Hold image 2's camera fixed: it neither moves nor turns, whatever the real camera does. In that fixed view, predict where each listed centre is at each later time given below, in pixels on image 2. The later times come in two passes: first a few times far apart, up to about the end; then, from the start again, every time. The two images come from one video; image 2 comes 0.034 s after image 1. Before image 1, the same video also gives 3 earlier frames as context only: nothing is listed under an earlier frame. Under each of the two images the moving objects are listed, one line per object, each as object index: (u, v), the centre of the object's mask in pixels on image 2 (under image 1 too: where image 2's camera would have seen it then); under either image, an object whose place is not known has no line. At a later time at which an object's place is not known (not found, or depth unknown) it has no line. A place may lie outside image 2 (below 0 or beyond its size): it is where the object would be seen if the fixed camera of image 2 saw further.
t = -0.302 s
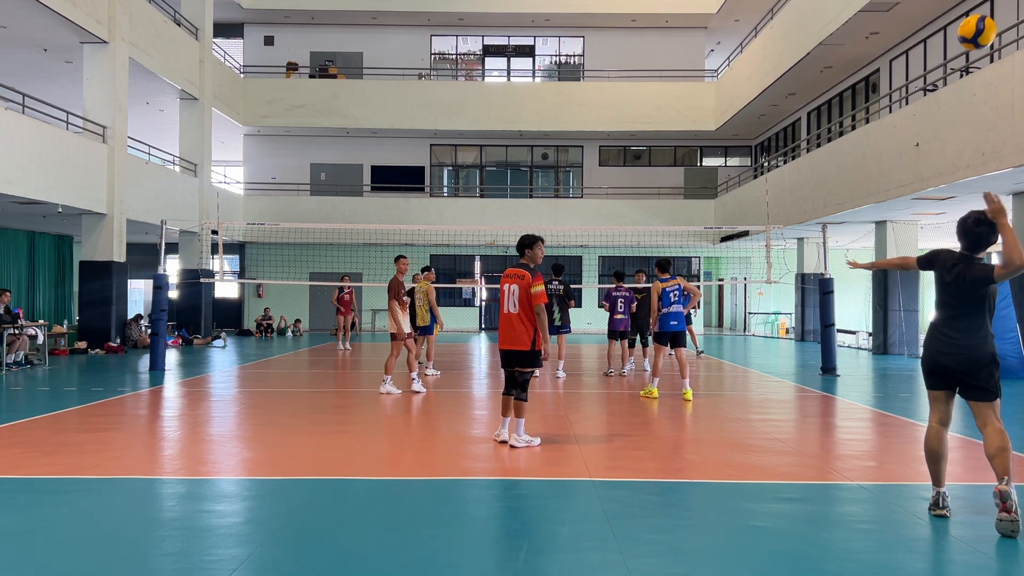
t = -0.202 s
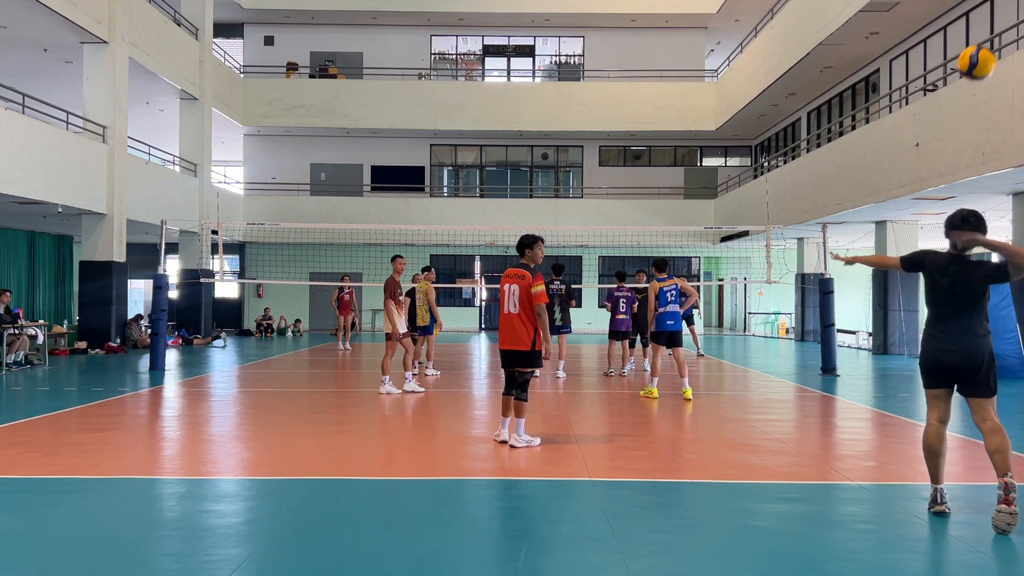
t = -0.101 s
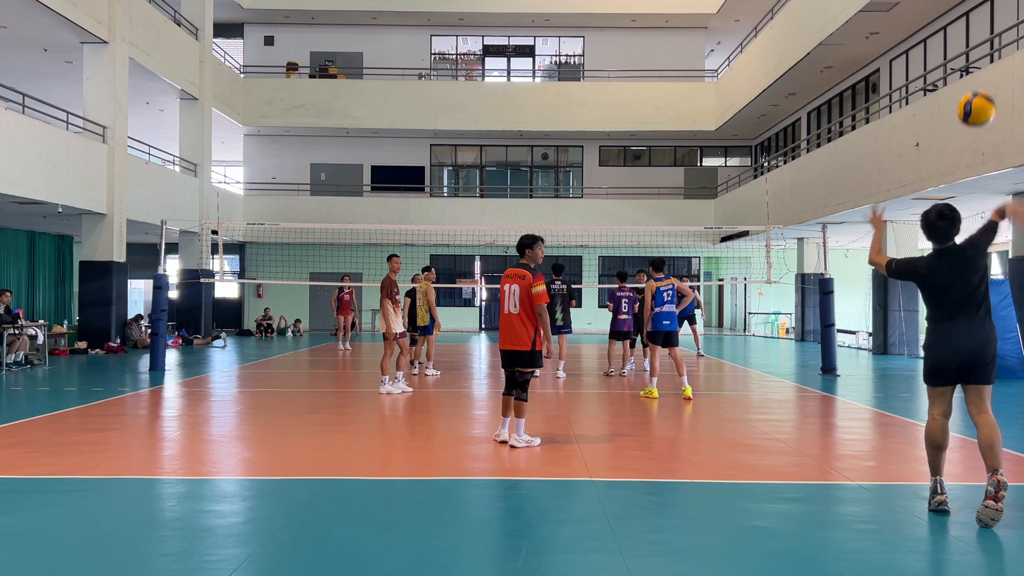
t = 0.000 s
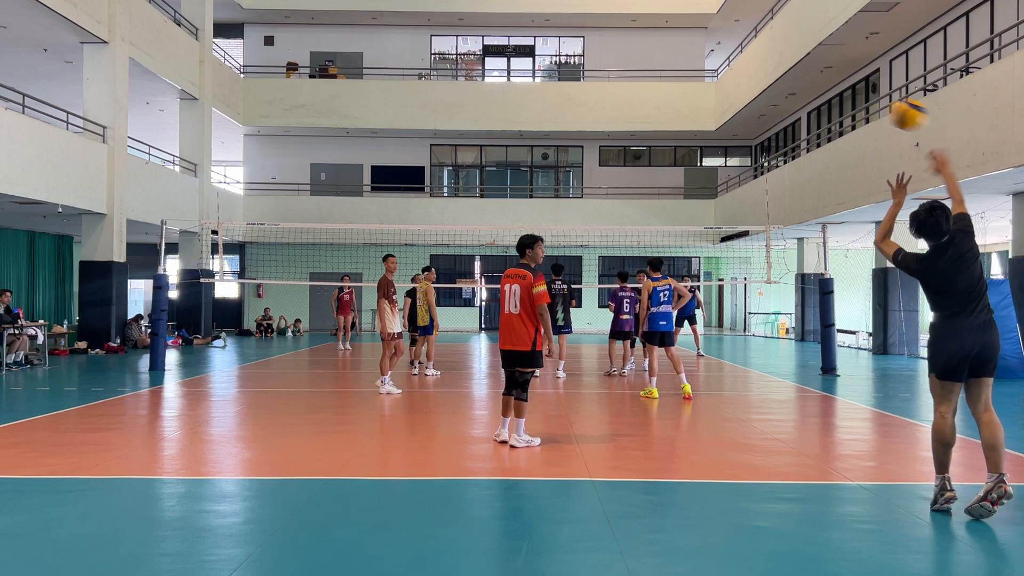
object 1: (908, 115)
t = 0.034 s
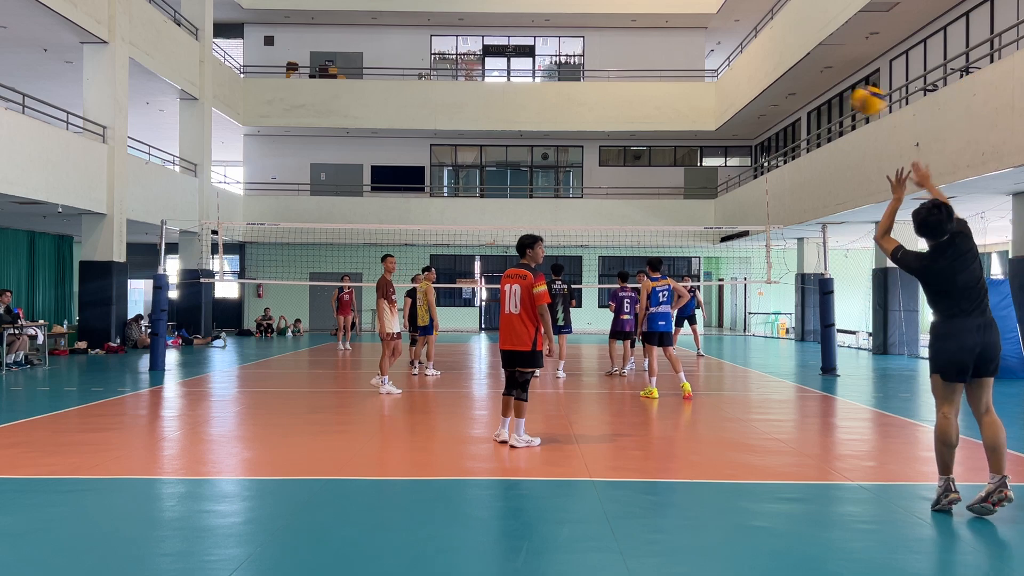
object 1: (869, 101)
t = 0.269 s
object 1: (699, 71)
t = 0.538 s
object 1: (603, 104)
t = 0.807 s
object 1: (542, 157)
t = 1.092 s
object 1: (493, 223)
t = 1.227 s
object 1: (476, 260)
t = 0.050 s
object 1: (852, 96)
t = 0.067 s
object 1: (836, 91)
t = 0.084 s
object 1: (820, 86)
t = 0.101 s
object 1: (806, 82)
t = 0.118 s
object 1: (793, 79)
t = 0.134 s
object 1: (781, 77)
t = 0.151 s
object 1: (768, 74)
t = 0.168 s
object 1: (756, 72)
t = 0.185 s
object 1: (746, 71)
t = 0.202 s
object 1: (736, 70)
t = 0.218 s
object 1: (726, 70)
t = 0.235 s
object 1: (717, 70)
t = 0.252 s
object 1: (708, 70)
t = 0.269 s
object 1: (699, 71)
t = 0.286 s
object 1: (692, 72)
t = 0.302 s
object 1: (684, 73)
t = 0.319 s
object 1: (677, 74)
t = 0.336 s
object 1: (670, 75)
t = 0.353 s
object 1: (664, 77)
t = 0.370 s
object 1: (657, 78)
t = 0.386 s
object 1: (651, 81)
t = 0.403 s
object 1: (645, 83)
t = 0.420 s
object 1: (639, 85)
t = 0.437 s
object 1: (633, 87)
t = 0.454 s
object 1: (628, 90)
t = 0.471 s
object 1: (622, 93)
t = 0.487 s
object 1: (617, 95)
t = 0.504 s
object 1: (612, 98)
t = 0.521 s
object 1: (607, 101)
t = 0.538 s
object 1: (603, 104)
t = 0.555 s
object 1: (598, 107)
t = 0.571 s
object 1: (593, 111)
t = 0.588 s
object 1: (589, 114)
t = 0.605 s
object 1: (585, 117)
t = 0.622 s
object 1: (581, 120)
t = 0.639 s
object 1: (577, 123)
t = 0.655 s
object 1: (573, 126)
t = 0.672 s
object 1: (569, 130)
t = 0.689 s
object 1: (565, 133)
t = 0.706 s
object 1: (562, 136)
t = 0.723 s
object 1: (558, 140)
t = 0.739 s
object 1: (555, 143)
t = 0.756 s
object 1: (552, 147)
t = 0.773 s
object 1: (548, 152)
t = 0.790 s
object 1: (545, 154)
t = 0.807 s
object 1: (542, 157)
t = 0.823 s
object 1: (540, 160)
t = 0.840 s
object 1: (535, 165)
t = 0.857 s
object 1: (532, 169)
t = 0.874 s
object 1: (530, 172)
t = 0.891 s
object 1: (527, 176)
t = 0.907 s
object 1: (523, 180)
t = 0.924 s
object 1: (521, 184)
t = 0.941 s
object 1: (517, 187)
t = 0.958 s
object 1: (514, 191)
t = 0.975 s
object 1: (512, 195)
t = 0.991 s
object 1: (509, 199)
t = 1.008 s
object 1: (507, 203)
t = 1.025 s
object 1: (504, 207)
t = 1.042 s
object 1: (501, 211)
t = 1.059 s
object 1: (499, 216)
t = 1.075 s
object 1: (496, 220)
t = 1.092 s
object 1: (493, 223)
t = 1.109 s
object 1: (491, 229)
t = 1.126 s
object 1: (489, 234)
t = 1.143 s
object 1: (487, 237)
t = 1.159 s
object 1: (484, 242)
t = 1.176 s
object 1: (482, 246)
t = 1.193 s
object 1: (481, 251)
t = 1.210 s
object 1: (478, 256)
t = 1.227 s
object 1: (476, 260)
